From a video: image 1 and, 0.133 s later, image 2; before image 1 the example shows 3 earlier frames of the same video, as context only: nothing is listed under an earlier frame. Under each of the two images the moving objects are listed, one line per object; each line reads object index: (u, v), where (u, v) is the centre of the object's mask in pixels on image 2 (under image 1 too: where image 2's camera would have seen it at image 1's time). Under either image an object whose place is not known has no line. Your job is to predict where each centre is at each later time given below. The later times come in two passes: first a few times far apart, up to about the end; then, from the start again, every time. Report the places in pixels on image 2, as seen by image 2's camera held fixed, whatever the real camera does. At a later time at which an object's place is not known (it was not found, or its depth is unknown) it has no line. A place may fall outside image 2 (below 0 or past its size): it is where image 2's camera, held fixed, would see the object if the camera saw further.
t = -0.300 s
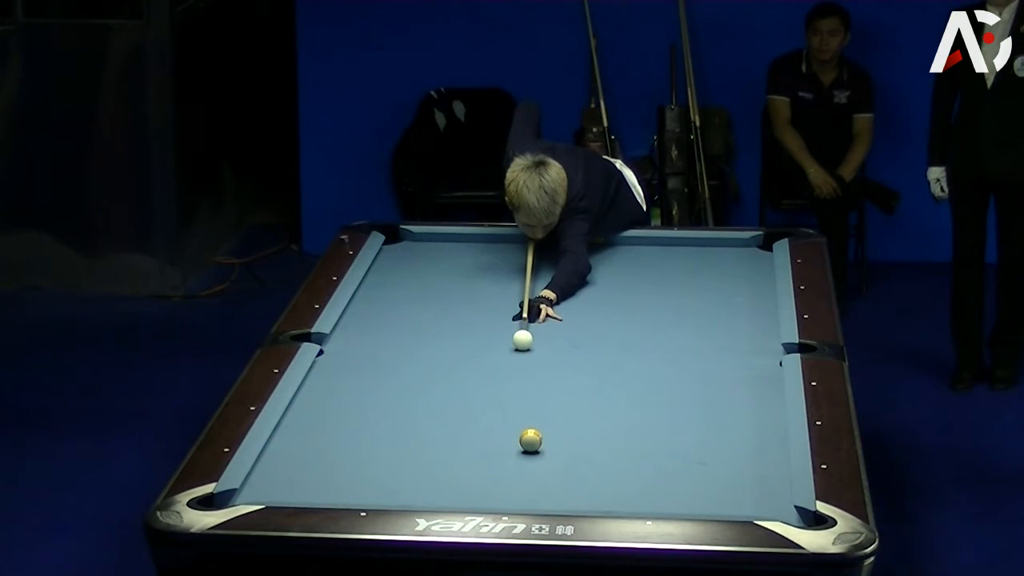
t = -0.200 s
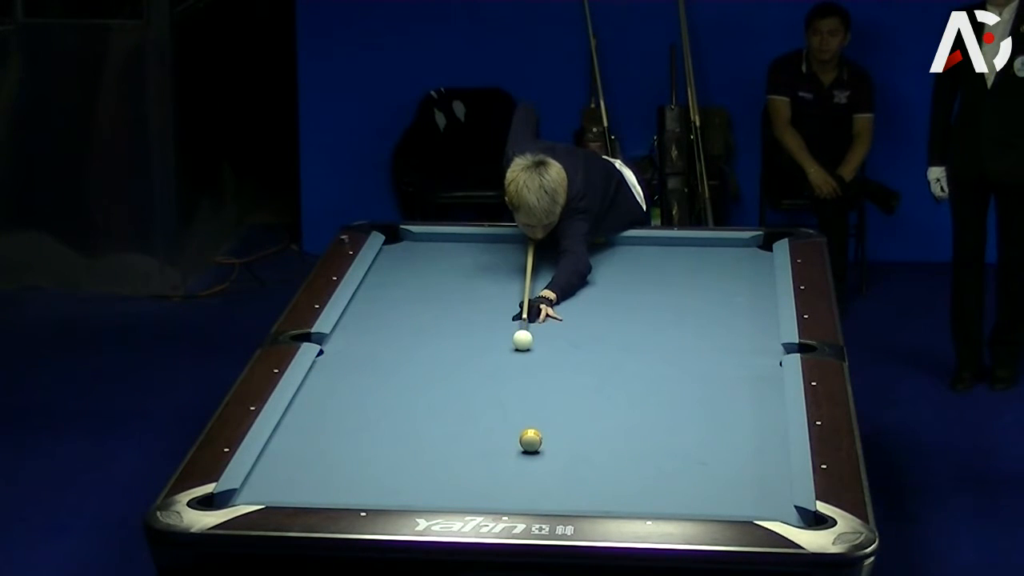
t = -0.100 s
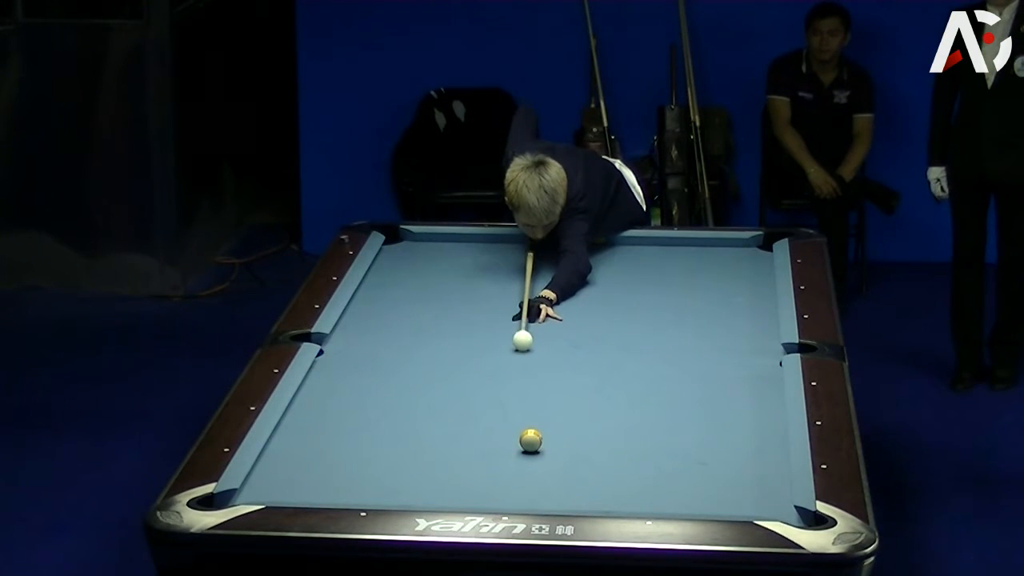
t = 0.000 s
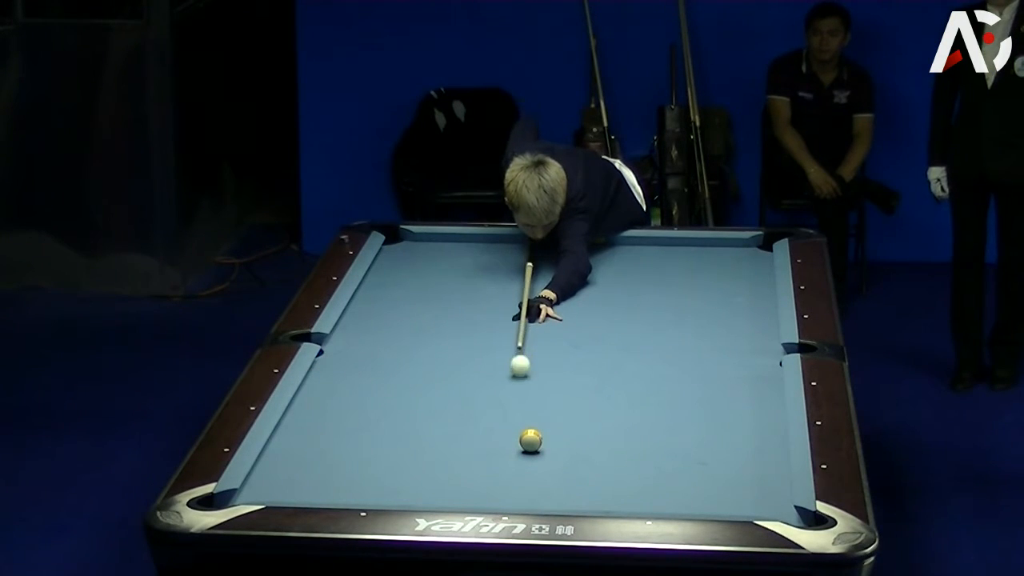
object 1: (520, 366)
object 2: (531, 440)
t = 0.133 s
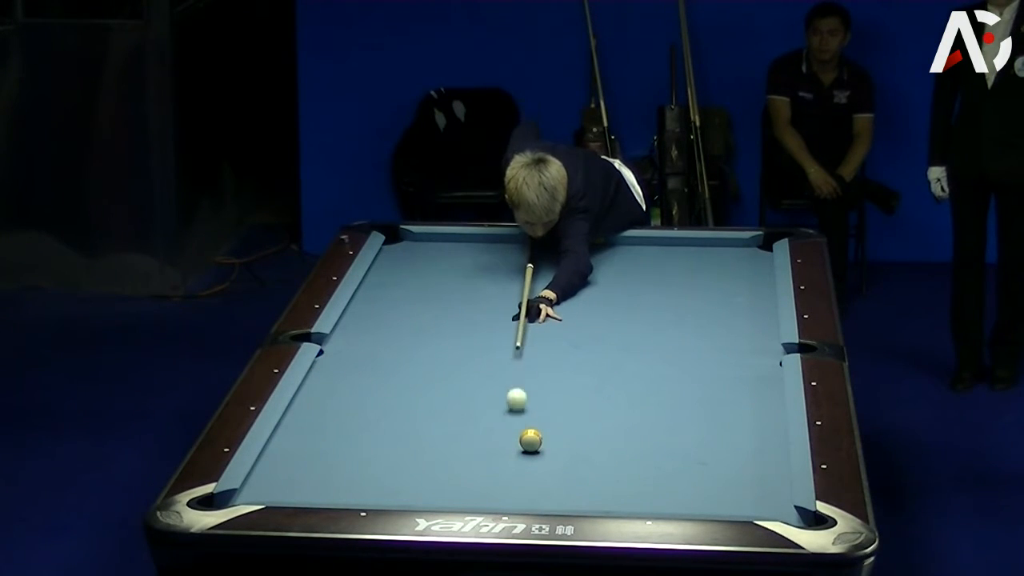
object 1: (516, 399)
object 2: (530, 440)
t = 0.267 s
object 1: (512, 434)
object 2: (531, 441)
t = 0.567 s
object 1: (412, 493)
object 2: (613, 467)
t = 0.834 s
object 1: (367, 475)
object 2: (682, 487)
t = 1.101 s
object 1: (336, 444)
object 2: (751, 506)
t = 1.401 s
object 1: (305, 413)
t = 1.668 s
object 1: (322, 392)
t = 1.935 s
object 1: (352, 375)
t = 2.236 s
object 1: (384, 356)
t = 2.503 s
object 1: (410, 341)
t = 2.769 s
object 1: (434, 328)
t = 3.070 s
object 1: (458, 313)
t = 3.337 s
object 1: (478, 302)
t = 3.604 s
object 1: (496, 291)
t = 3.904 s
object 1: (515, 280)
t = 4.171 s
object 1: (531, 270)
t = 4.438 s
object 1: (545, 262)
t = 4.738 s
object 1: (560, 253)
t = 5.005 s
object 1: (572, 245)
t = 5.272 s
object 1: (583, 240)
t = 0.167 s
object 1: (516, 408)
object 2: (530, 440)
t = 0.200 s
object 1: (514, 417)
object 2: (530, 440)
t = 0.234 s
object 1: (513, 425)
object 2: (530, 440)
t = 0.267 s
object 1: (512, 434)
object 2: (531, 441)
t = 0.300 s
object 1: (502, 440)
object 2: (540, 443)
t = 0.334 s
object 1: (490, 446)
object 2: (551, 447)
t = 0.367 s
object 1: (477, 453)
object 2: (561, 450)
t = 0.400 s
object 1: (466, 460)
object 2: (571, 453)
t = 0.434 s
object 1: (456, 466)
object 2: (580, 456)
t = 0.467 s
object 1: (445, 473)
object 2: (588, 459)
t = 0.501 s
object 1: (434, 480)
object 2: (596, 461)
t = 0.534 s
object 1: (423, 487)
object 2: (605, 463)
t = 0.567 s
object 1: (412, 493)
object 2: (613, 467)
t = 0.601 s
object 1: (401, 496)
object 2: (622, 469)
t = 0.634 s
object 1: (392, 497)
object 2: (630, 471)
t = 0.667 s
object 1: (388, 495)
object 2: (639, 474)
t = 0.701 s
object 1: (384, 492)
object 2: (647, 477)
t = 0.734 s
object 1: (380, 488)
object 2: (655, 479)
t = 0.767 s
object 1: (375, 484)
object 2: (664, 482)
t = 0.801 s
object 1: (371, 479)
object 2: (672, 485)
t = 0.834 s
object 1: (367, 475)
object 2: (682, 487)
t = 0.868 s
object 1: (363, 471)
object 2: (690, 490)
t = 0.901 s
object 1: (359, 467)
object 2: (699, 493)
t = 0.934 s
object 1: (355, 463)
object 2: (707, 496)
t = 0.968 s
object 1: (351, 459)
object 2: (717, 498)
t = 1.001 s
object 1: (348, 456)
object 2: (725, 501)
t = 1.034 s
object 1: (344, 452)
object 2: (733, 502)
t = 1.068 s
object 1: (340, 448)
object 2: (743, 504)
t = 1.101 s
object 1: (336, 444)
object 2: (751, 506)
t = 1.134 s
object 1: (333, 441)
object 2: (760, 508)
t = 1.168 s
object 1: (329, 437)
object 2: (769, 510)
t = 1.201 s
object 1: (326, 434)
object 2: (779, 512)
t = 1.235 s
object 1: (322, 430)
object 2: (788, 516)
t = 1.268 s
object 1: (318, 427)
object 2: (796, 521)
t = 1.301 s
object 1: (315, 423)
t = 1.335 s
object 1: (312, 420)
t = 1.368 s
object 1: (308, 417)
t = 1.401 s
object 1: (305, 413)
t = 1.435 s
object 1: (302, 410)
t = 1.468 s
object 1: (299, 407)
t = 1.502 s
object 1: (301, 404)
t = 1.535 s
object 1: (305, 402)
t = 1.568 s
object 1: (310, 399)
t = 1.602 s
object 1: (314, 397)
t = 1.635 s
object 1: (318, 395)
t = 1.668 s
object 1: (322, 392)
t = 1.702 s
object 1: (326, 390)
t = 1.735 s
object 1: (330, 388)
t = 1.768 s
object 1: (334, 385)
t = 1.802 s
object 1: (338, 383)
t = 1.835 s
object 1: (341, 381)
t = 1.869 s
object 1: (345, 379)
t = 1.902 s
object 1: (349, 377)
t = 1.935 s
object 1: (352, 375)
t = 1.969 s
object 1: (356, 373)
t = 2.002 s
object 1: (360, 370)
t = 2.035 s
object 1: (363, 368)
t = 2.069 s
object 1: (367, 366)
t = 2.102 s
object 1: (370, 364)
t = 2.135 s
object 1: (374, 362)
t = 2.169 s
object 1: (377, 360)
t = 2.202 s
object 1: (381, 358)
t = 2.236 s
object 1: (384, 356)
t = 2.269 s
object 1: (388, 354)
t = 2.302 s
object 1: (391, 352)
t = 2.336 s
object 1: (394, 350)
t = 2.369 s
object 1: (397, 349)
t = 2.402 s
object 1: (401, 347)
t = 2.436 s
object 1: (404, 345)
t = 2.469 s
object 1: (407, 343)
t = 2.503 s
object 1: (410, 341)
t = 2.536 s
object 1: (413, 340)
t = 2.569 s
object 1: (416, 338)
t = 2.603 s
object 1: (419, 336)
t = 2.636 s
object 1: (422, 334)
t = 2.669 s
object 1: (425, 332)
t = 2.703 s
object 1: (428, 331)
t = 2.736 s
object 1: (431, 329)
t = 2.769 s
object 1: (434, 328)
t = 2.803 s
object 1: (437, 326)
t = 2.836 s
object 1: (439, 324)
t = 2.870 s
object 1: (442, 323)
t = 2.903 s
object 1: (445, 321)
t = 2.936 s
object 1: (448, 320)
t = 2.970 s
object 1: (450, 318)
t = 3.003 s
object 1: (453, 316)
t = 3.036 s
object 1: (455, 315)
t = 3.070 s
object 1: (458, 313)
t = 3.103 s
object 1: (461, 312)
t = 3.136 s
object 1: (463, 311)
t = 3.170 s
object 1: (466, 309)
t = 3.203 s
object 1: (468, 307)
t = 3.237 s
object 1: (471, 306)
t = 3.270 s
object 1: (473, 305)
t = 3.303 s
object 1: (476, 303)
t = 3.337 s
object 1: (478, 302)
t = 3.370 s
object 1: (480, 300)
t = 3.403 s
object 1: (483, 299)
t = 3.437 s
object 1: (485, 298)
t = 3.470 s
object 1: (487, 296)
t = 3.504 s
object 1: (490, 295)
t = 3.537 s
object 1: (492, 294)
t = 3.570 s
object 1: (494, 292)
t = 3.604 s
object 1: (496, 291)
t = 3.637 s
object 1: (499, 290)
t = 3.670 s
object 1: (500, 288)
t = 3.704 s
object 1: (503, 287)
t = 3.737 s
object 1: (505, 286)
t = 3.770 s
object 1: (507, 284)
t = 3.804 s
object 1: (509, 283)
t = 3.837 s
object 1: (511, 282)
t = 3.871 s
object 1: (513, 281)
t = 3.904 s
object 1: (515, 280)
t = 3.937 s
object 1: (517, 279)
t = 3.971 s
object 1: (519, 277)
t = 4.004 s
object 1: (522, 276)
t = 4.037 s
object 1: (523, 275)
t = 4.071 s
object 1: (525, 274)
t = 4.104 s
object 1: (527, 273)
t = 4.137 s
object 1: (529, 271)
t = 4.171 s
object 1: (531, 270)
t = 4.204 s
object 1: (533, 269)
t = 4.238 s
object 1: (535, 268)
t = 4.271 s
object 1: (536, 267)
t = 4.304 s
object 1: (538, 266)
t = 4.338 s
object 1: (540, 265)
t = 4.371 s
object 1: (541, 264)
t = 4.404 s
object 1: (543, 263)
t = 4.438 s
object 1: (545, 262)
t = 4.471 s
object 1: (547, 261)
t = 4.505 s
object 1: (549, 260)
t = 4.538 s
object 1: (550, 259)
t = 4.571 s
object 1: (552, 258)
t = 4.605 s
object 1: (553, 257)
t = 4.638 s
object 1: (555, 256)
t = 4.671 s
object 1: (557, 255)
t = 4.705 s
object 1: (558, 254)
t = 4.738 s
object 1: (560, 253)
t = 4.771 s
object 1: (561, 252)
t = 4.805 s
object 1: (563, 251)
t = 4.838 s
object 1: (565, 250)
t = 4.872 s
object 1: (566, 249)
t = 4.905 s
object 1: (568, 248)
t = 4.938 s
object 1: (569, 247)
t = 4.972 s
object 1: (571, 246)
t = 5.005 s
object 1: (572, 245)
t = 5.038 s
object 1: (574, 244)
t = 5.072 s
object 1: (575, 244)
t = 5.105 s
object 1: (577, 243)
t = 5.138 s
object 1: (578, 242)
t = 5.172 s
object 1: (580, 241)
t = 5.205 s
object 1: (581, 240)
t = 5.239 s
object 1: (582, 240)
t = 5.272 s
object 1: (583, 240)
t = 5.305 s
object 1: (584, 241)
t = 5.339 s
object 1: (584, 241)
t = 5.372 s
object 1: (585, 242)
